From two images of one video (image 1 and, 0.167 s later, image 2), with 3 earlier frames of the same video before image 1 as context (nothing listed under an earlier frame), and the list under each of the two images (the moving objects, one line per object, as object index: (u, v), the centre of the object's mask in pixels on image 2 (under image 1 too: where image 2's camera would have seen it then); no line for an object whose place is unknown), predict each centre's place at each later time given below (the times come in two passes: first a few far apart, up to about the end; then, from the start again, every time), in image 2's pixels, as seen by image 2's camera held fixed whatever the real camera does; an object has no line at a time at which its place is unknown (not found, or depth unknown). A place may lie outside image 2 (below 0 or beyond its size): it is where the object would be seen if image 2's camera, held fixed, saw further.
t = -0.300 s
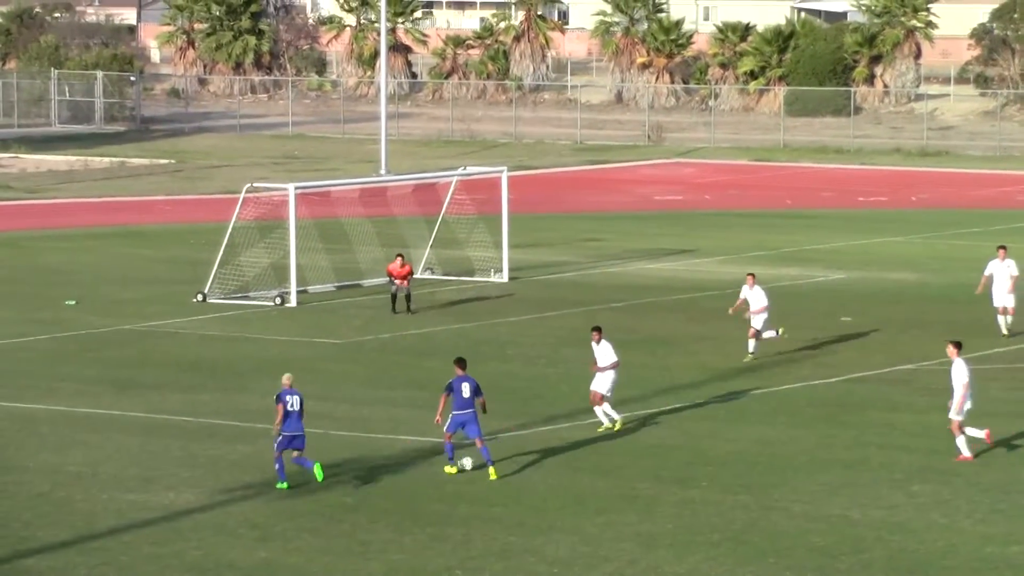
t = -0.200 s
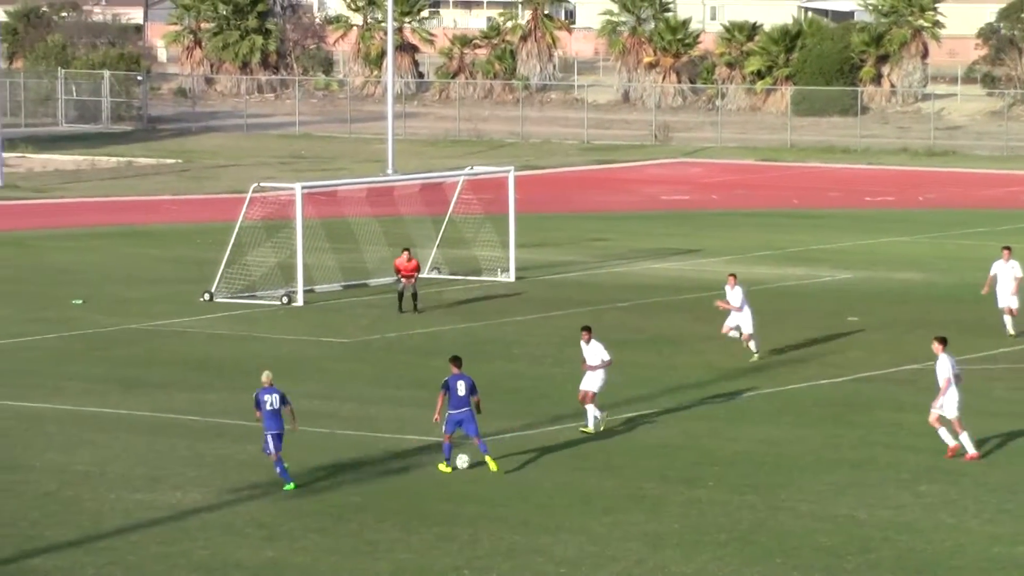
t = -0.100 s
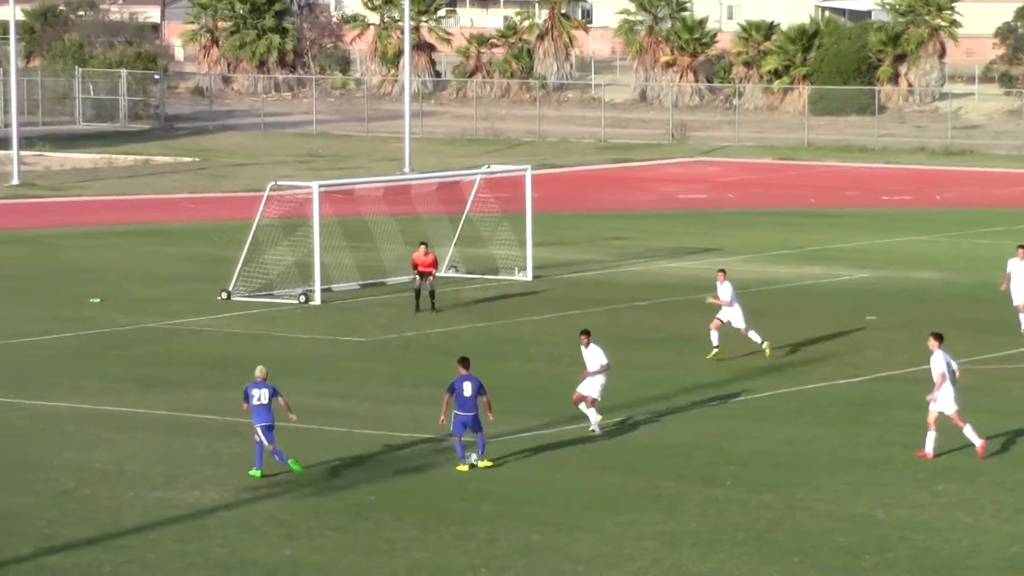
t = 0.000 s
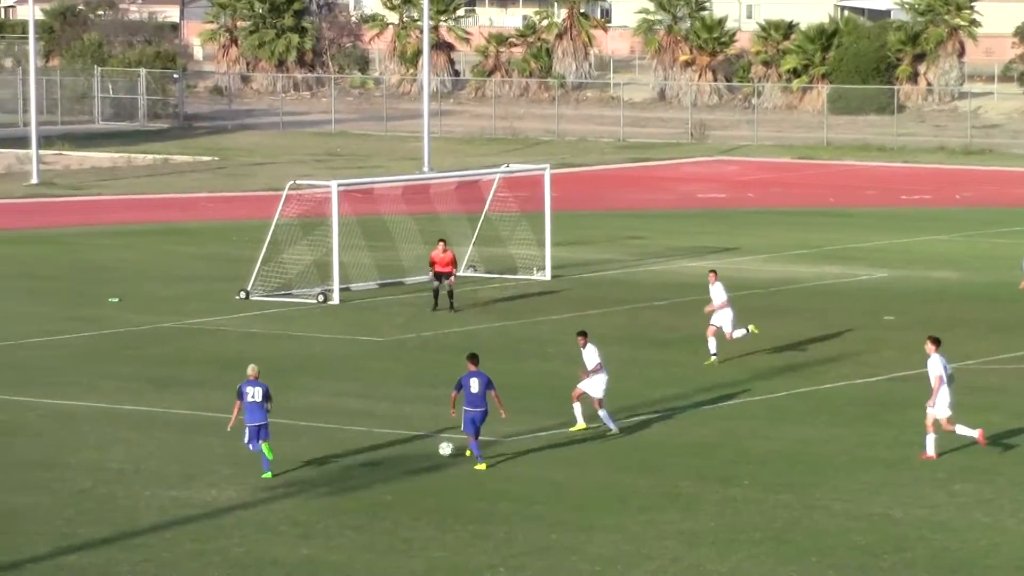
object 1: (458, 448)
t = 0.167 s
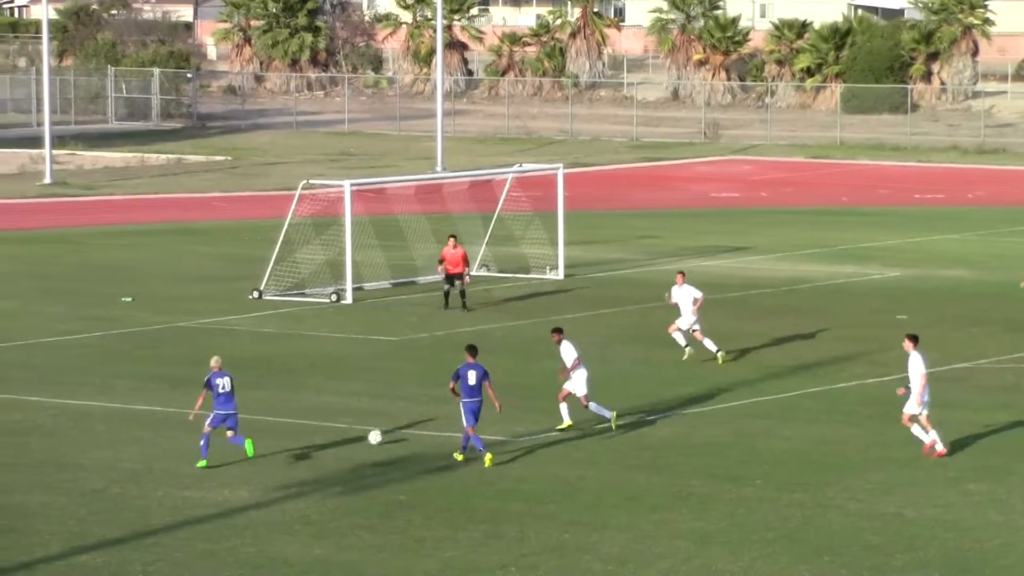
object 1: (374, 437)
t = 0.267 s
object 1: (331, 431)
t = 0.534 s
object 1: (233, 416)
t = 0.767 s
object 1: (165, 405)
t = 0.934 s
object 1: (123, 398)
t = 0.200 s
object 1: (360, 434)
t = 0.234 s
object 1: (346, 433)
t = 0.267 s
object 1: (331, 431)
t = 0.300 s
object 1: (318, 430)
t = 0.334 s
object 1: (304, 428)
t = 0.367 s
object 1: (290, 425)
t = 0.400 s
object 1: (277, 423)
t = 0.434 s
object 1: (265, 422)
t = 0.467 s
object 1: (254, 420)
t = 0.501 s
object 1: (243, 418)
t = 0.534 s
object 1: (233, 416)
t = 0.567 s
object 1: (222, 414)
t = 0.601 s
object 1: (211, 412)
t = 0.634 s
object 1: (202, 411)
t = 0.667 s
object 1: (192, 409)
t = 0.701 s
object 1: (182, 407)
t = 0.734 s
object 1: (173, 406)
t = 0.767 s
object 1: (165, 405)
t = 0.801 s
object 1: (156, 403)
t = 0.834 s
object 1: (148, 402)
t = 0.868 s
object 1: (140, 400)
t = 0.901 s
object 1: (131, 399)
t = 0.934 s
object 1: (123, 398)
